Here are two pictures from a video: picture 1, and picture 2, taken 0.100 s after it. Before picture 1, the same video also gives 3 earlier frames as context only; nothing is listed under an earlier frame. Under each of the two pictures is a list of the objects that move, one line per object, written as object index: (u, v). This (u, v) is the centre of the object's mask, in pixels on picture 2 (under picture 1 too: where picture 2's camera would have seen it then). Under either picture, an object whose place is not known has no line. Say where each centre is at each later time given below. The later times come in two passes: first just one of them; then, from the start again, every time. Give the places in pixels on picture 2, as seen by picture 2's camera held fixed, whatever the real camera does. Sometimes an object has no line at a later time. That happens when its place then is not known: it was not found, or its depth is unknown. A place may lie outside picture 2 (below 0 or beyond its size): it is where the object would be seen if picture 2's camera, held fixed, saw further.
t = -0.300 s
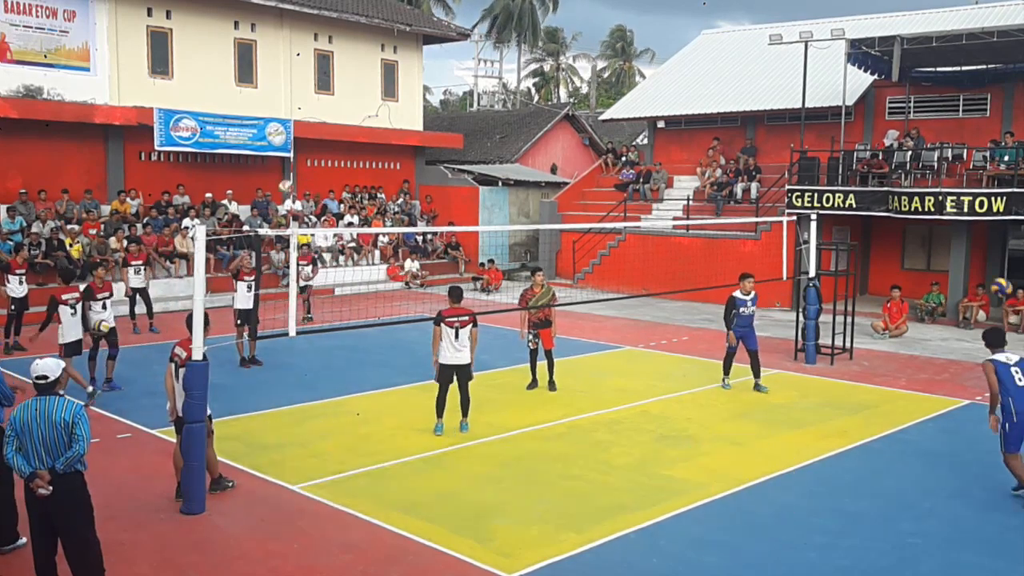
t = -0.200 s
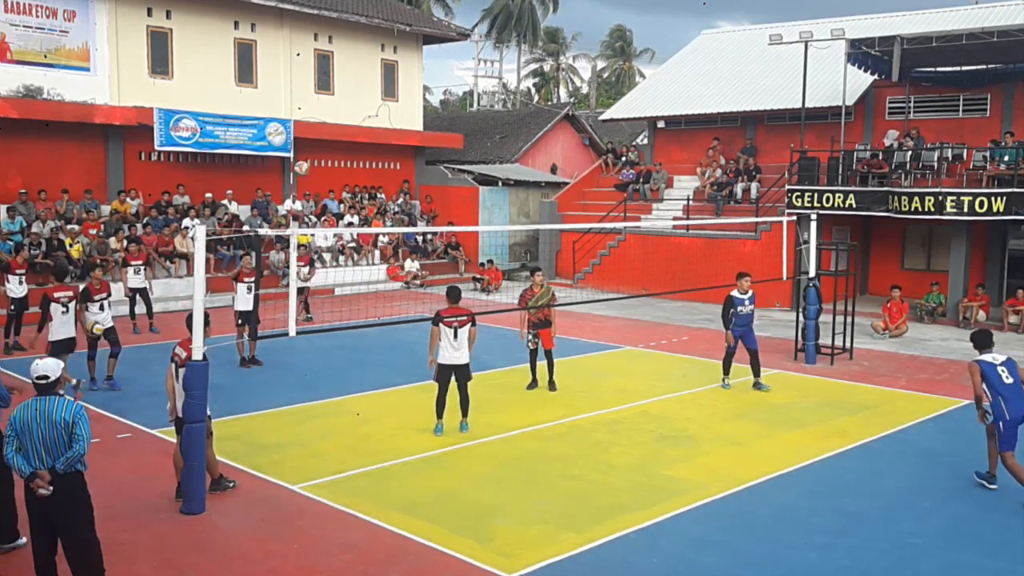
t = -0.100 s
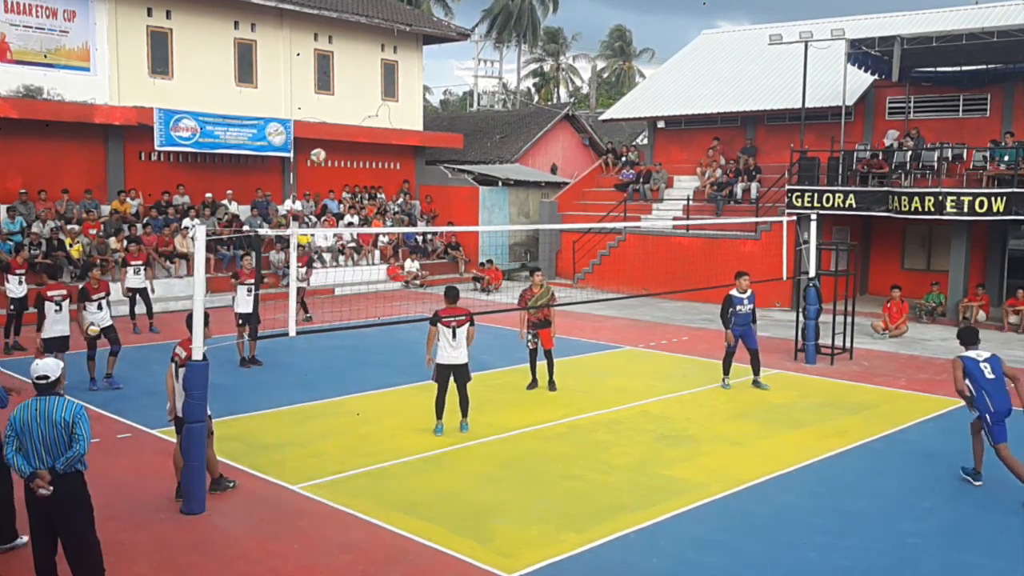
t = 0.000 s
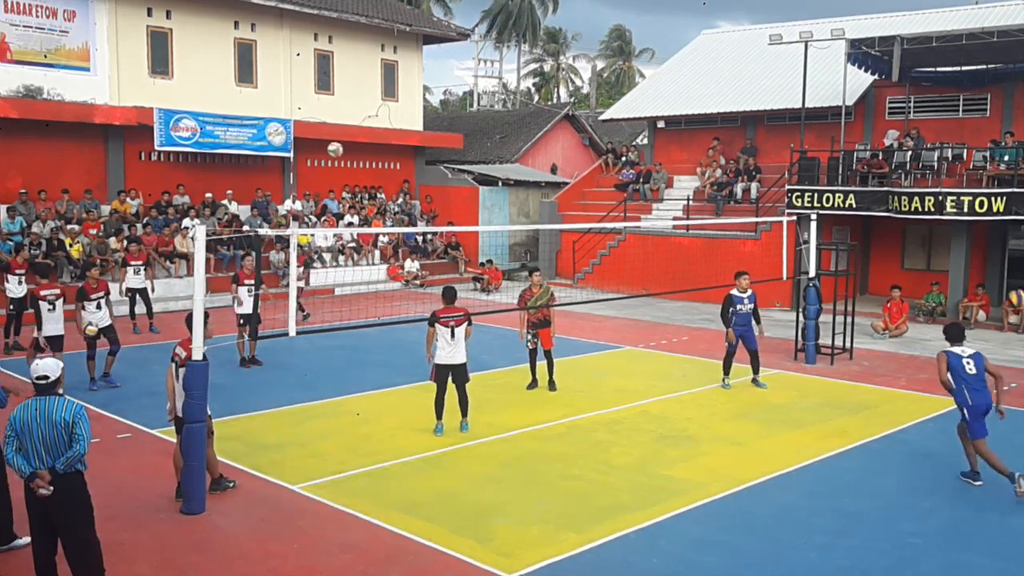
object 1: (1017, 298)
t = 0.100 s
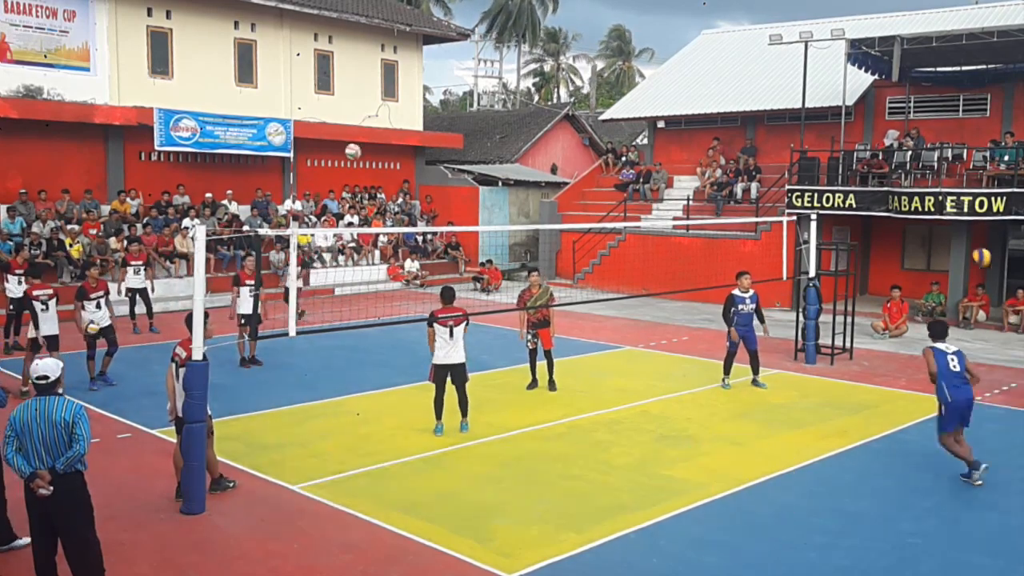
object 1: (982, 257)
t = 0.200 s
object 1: (947, 225)
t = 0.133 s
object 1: (970, 245)
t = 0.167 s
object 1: (958, 234)
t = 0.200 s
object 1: (947, 225)
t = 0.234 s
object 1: (936, 216)
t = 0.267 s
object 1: (925, 209)
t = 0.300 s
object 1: (916, 202)
